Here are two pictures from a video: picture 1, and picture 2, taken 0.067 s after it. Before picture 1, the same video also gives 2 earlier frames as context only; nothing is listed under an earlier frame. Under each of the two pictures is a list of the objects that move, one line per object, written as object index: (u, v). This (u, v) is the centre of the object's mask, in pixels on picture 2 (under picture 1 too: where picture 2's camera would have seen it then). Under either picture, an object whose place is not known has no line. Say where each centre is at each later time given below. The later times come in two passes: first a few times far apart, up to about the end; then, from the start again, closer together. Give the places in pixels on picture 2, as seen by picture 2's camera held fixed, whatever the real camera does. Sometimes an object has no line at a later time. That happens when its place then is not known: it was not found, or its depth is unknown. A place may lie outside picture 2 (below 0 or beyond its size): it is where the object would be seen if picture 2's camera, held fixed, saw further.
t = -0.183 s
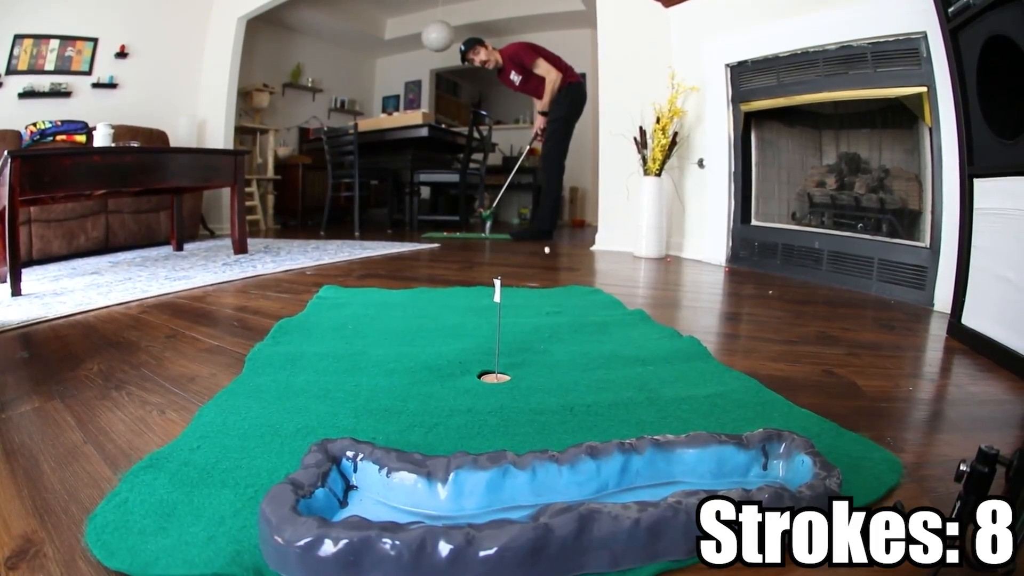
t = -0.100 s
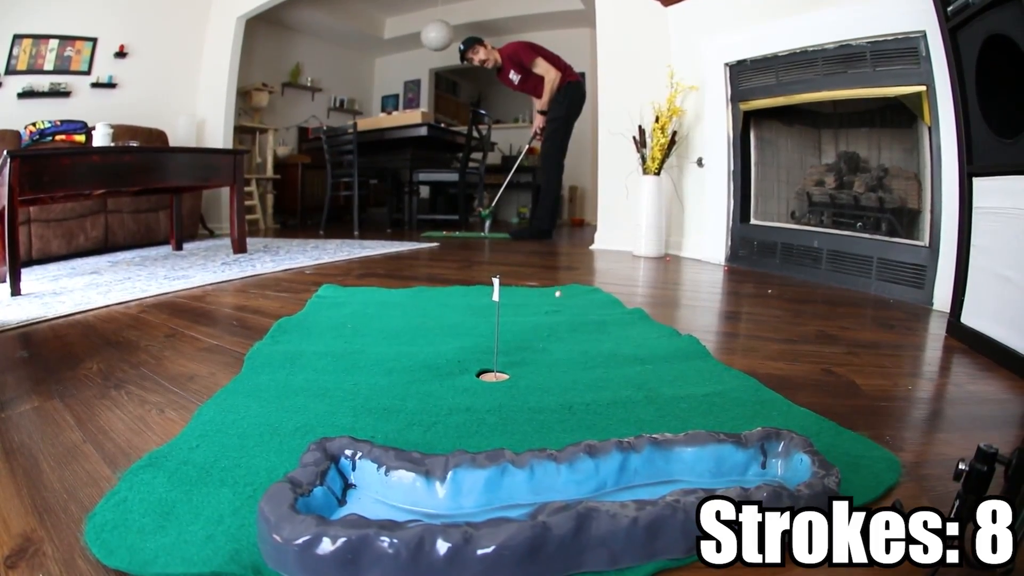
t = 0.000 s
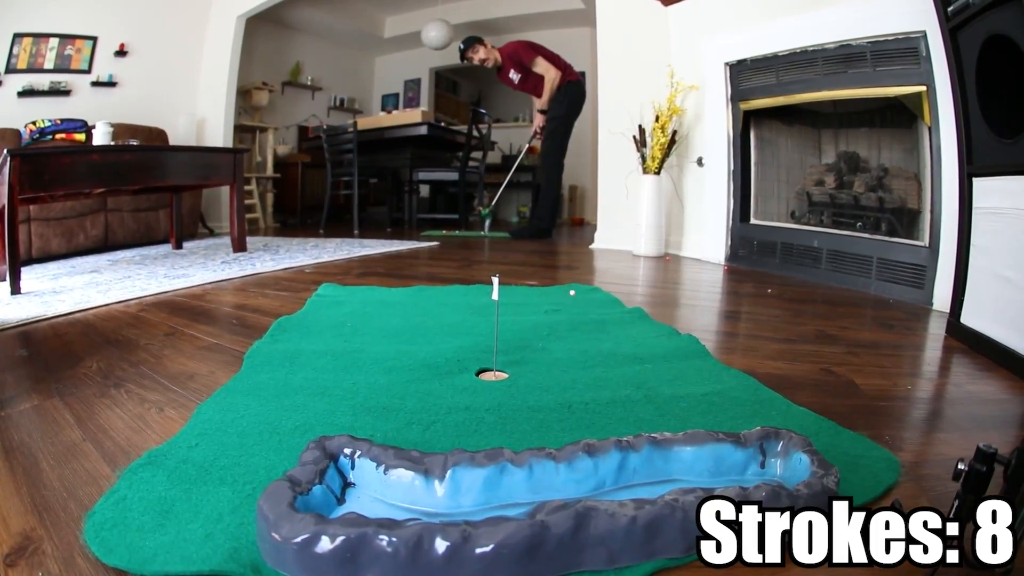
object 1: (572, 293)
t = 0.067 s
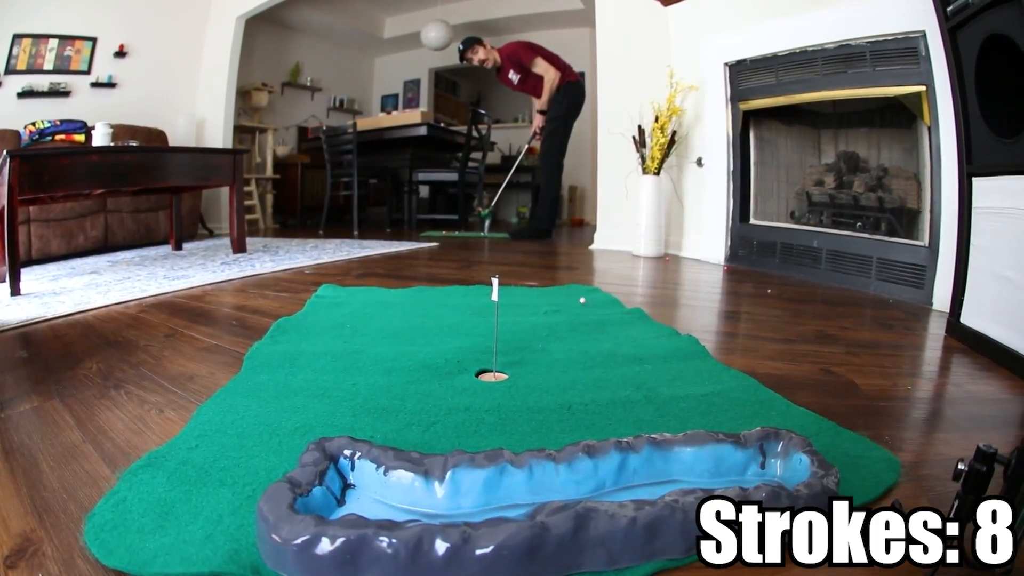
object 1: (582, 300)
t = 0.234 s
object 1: (609, 312)
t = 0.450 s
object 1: (641, 320)
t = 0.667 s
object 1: (667, 323)
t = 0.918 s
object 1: (658, 327)
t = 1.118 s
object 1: (649, 329)
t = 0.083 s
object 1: (585, 301)
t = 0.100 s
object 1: (588, 304)
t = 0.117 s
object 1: (590, 307)
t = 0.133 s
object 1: (593, 306)
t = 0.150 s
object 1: (596, 308)
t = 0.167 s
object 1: (599, 309)
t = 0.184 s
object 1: (601, 308)
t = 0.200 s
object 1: (604, 309)
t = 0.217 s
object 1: (606, 311)
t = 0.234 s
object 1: (609, 312)
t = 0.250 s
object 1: (612, 312)
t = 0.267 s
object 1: (614, 312)
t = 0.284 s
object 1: (616, 312)
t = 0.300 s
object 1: (618, 313)
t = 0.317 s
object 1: (621, 314)
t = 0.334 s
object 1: (623, 315)
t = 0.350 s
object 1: (626, 315)
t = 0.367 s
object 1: (628, 316)
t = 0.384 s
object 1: (630, 317)
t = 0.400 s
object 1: (633, 318)
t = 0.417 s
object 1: (635, 318)
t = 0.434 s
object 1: (638, 319)
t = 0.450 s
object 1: (641, 320)
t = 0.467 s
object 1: (643, 320)
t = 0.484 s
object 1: (646, 321)
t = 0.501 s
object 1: (649, 321)
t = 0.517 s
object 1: (651, 322)
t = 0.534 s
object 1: (653, 322)
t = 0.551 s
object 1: (656, 322)
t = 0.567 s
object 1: (658, 323)
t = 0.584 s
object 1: (660, 323)
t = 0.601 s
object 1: (662, 323)
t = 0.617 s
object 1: (664, 323)
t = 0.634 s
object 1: (665, 323)
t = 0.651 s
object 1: (666, 323)
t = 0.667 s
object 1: (667, 323)
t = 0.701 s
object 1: (668, 323)
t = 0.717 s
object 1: (668, 324)
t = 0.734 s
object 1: (668, 324)
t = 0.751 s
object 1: (668, 324)
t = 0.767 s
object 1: (667, 324)
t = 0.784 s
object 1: (666, 324)
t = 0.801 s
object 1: (665, 325)
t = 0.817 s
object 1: (665, 325)
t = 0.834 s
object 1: (664, 325)
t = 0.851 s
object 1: (662, 326)
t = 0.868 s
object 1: (661, 326)
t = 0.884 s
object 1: (660, 327)
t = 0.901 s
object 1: (659, 327)
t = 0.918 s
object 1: (658, 327)
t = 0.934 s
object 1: (656, 327)
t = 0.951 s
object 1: (655, 327)
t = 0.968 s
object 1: (654, 328)
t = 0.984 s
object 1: (653, 328)
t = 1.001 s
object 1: (652, 328)
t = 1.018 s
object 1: (652, 328)
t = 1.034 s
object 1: (651, 328)
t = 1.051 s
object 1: (651, 329)
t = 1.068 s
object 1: (650, 329)
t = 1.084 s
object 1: (650, 329)
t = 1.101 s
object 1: (650, 329)
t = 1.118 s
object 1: (649, 329)
